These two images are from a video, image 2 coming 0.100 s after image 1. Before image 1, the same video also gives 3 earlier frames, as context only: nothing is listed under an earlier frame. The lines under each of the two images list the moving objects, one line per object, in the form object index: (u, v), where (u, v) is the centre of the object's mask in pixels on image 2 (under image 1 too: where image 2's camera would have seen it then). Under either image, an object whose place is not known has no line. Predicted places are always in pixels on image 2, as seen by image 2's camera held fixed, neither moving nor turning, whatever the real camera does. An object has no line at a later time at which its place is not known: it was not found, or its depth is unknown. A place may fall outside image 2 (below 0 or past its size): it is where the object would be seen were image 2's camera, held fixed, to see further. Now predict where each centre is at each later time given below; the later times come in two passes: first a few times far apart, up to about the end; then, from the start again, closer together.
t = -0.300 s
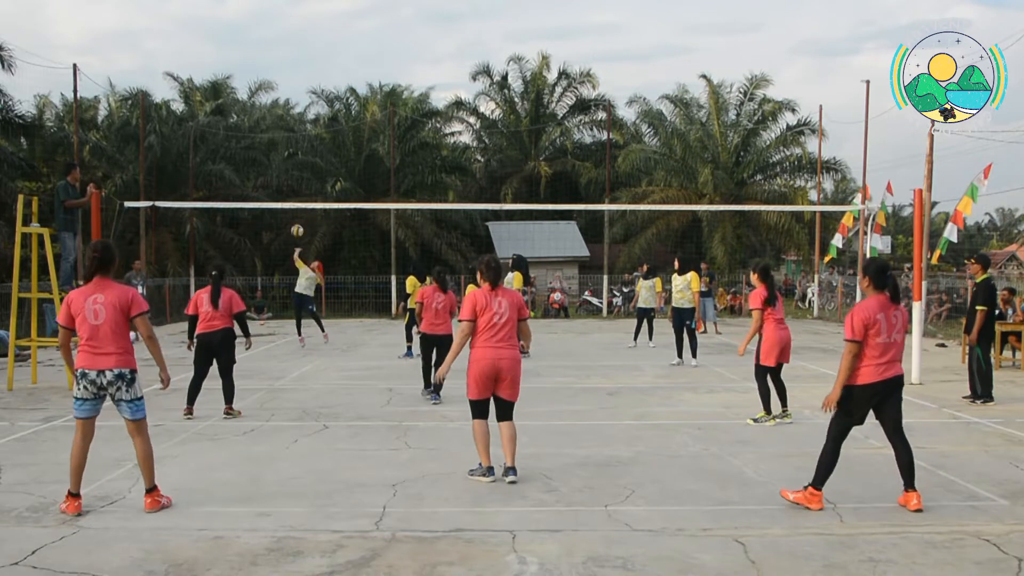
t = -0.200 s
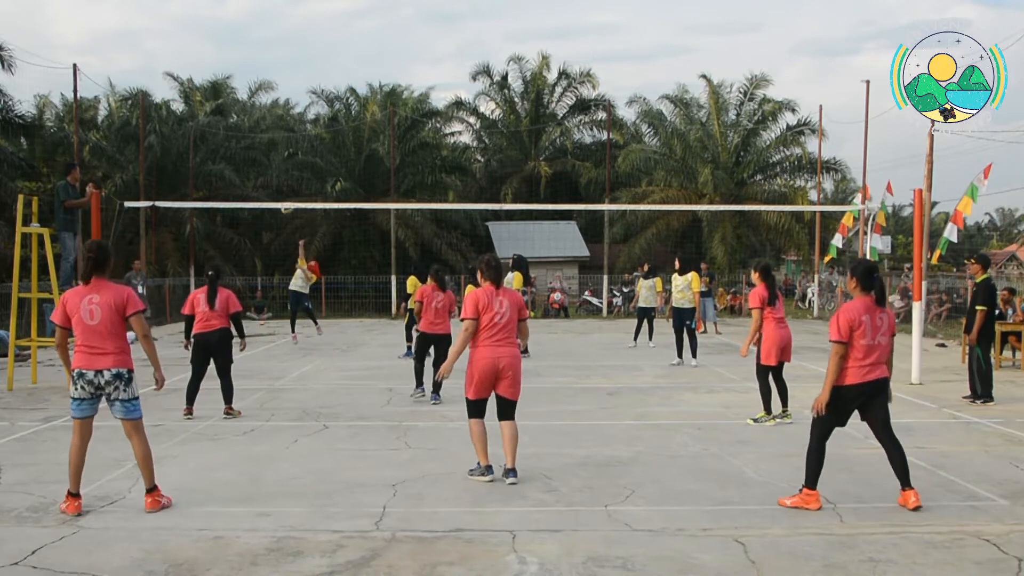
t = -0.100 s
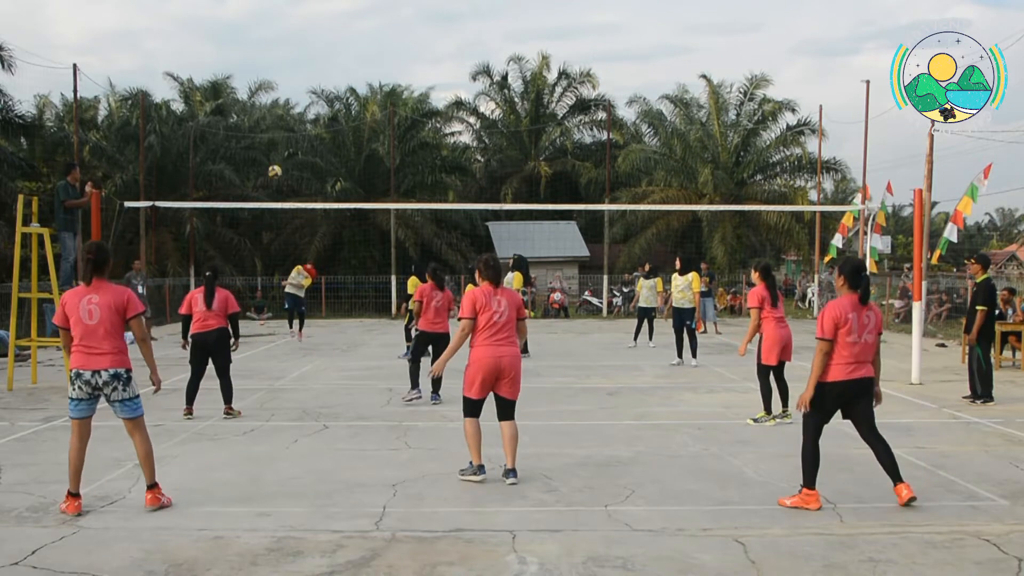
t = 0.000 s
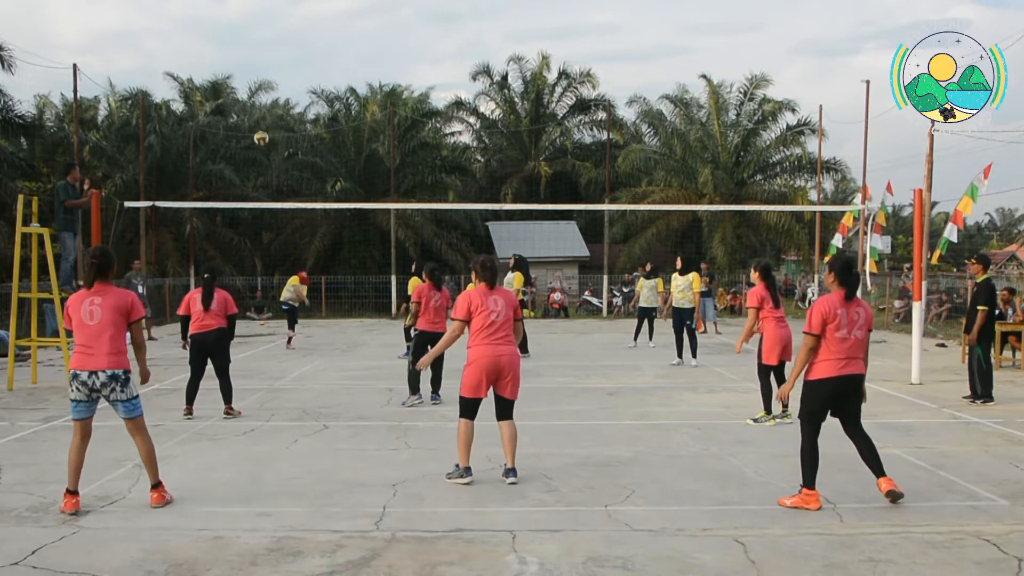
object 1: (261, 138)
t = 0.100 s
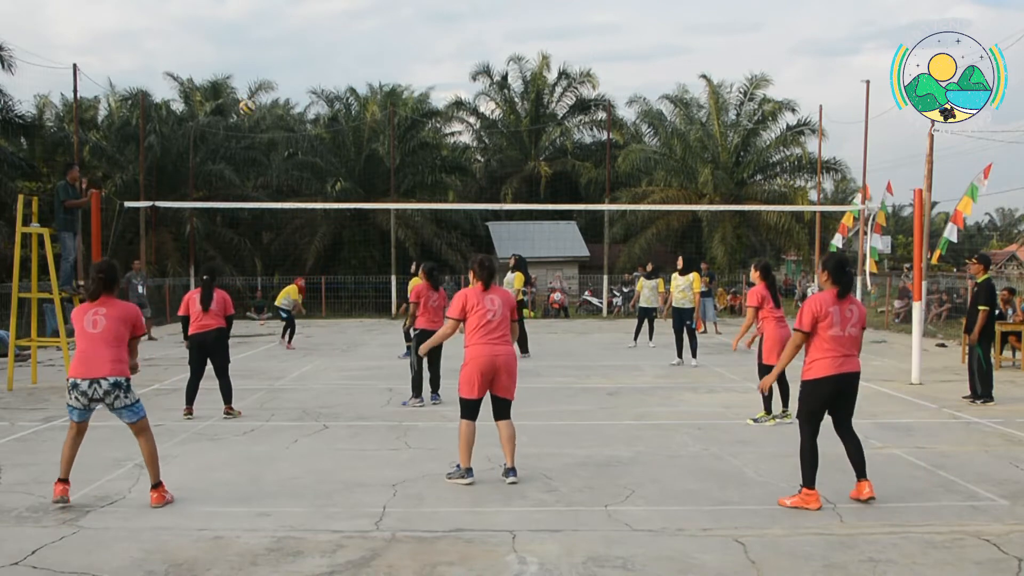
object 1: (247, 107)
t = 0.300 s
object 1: (216, 58)
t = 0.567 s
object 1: (161, 26)
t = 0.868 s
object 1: (65, 91)
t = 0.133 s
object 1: (240, 98)
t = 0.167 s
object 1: (237, 89)
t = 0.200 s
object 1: (231, 81)
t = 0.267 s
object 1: (221, 65)
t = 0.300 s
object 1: (216, 58)
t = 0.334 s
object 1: (210, 51)
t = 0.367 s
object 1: (203, 45)
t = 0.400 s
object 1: (197, 40)
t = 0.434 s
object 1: (191, 35)
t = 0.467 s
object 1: (183, 32)
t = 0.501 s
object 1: (176, 29)
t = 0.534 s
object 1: (168, 27)
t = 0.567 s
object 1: (161, 26)
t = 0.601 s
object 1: (152, 27)
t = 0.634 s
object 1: (143, 28)
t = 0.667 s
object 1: (133, 32)
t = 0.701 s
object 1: (124, 37)
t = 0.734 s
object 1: (114, 43)
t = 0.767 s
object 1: (102, 52)
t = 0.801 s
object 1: (91, 62)
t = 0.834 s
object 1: (78, 75)
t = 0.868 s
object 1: (65, 91)
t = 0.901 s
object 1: (51, 110)
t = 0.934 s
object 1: (36, 132)
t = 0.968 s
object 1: (20, 157)
